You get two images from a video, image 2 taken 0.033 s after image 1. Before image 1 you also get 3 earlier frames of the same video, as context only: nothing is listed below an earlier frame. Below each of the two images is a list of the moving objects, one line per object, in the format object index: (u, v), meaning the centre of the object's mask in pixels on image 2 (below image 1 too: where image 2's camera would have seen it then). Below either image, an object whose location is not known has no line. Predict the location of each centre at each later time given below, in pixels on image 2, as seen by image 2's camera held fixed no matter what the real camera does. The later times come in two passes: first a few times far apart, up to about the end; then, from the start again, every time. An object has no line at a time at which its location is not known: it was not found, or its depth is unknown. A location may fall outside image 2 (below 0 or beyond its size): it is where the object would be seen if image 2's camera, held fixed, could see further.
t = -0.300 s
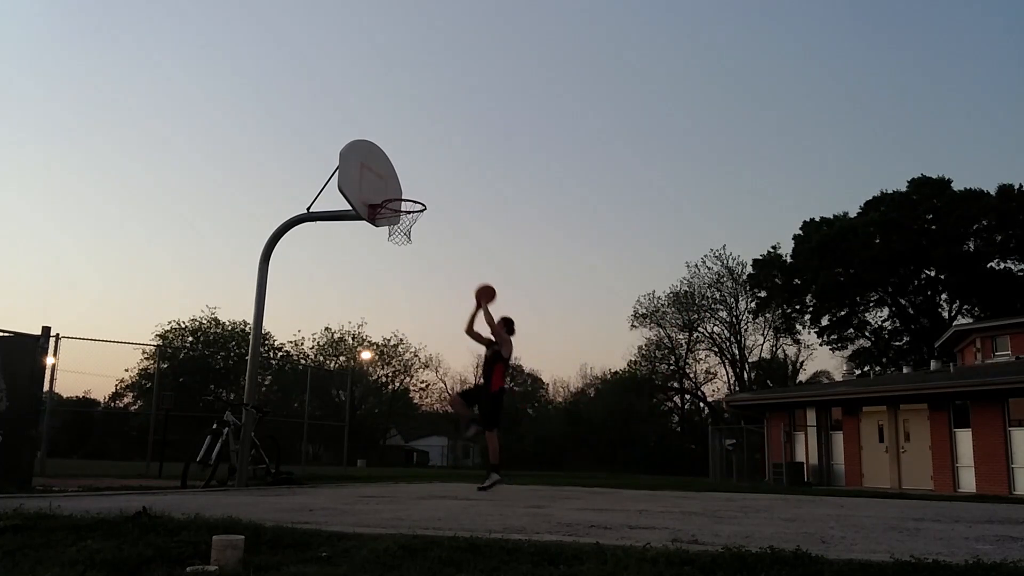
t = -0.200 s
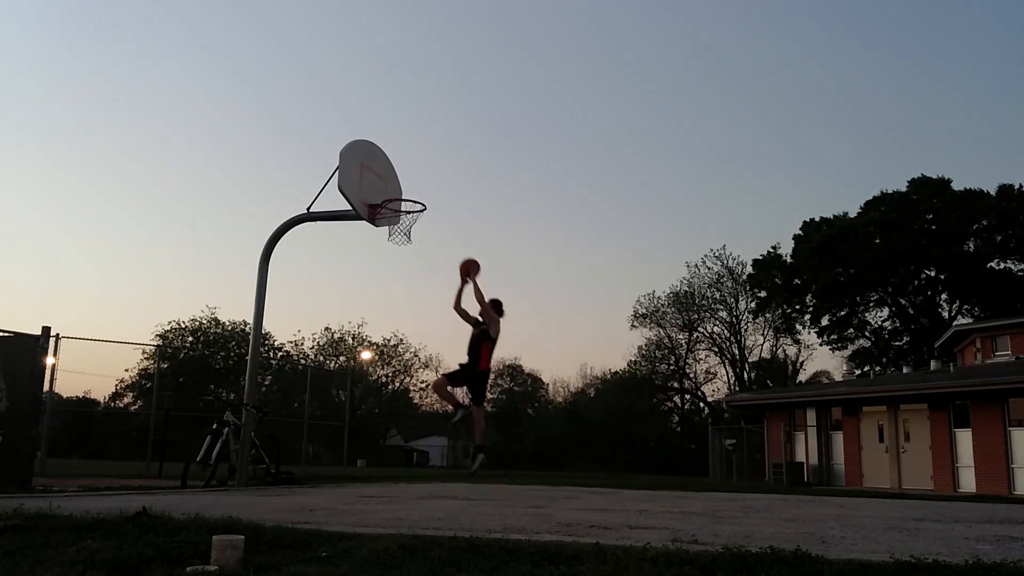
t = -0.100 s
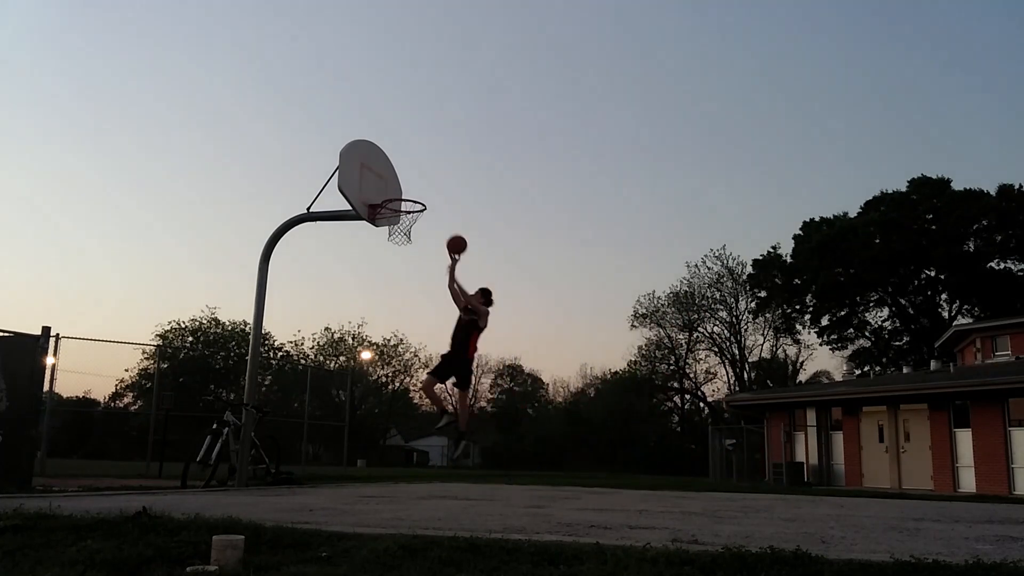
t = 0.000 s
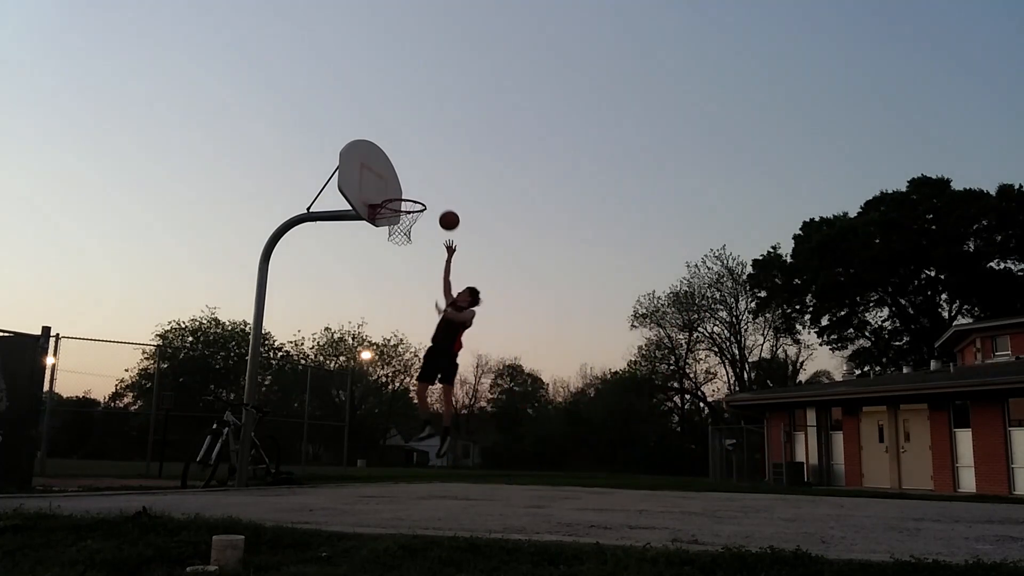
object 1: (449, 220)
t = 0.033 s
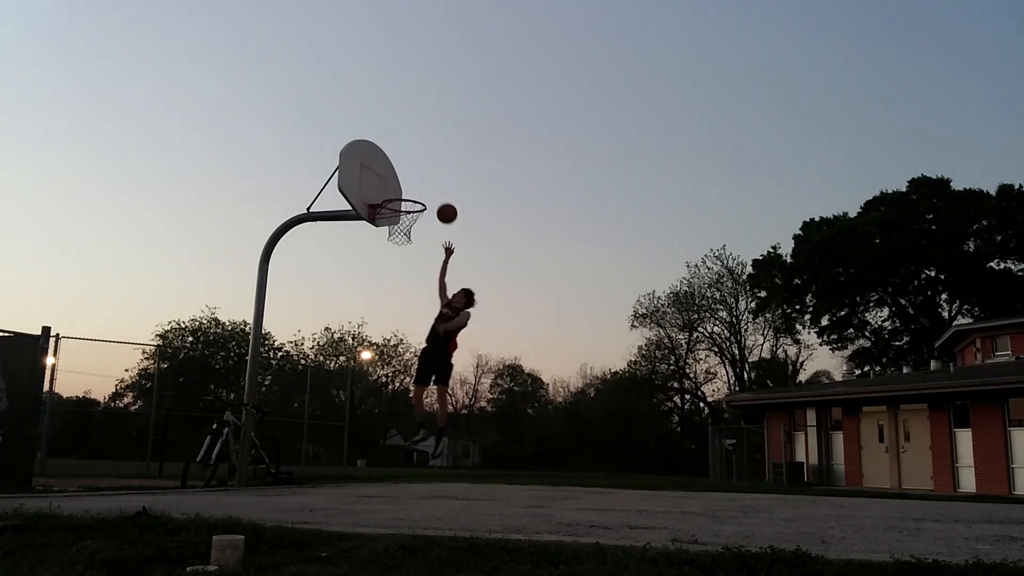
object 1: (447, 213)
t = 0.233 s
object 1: (432, 190)
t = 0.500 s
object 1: (409, 208)
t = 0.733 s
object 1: (389, 259)
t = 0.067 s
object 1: (444, 207)
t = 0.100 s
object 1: (442, 202)
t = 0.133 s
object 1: (440, 197)
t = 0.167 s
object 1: (437, 194)
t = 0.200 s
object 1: (435, 191)
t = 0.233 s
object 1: (432, 190)
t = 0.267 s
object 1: (430, 189)
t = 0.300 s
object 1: (427, 189)
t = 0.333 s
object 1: (424, 190)
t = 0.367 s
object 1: (421, 191)
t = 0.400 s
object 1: (419, 194)
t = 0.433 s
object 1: (416, 198)
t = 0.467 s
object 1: (413, 203)
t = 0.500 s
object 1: (409, 208)
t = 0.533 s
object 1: (406, 214)
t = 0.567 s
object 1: (403, 221)
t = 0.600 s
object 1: (400, 229)
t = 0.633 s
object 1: (397, 235)
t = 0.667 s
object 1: (394, 242)
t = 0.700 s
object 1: (392, 251)
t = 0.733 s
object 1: (389, 259)
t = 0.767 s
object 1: (386, 270)
